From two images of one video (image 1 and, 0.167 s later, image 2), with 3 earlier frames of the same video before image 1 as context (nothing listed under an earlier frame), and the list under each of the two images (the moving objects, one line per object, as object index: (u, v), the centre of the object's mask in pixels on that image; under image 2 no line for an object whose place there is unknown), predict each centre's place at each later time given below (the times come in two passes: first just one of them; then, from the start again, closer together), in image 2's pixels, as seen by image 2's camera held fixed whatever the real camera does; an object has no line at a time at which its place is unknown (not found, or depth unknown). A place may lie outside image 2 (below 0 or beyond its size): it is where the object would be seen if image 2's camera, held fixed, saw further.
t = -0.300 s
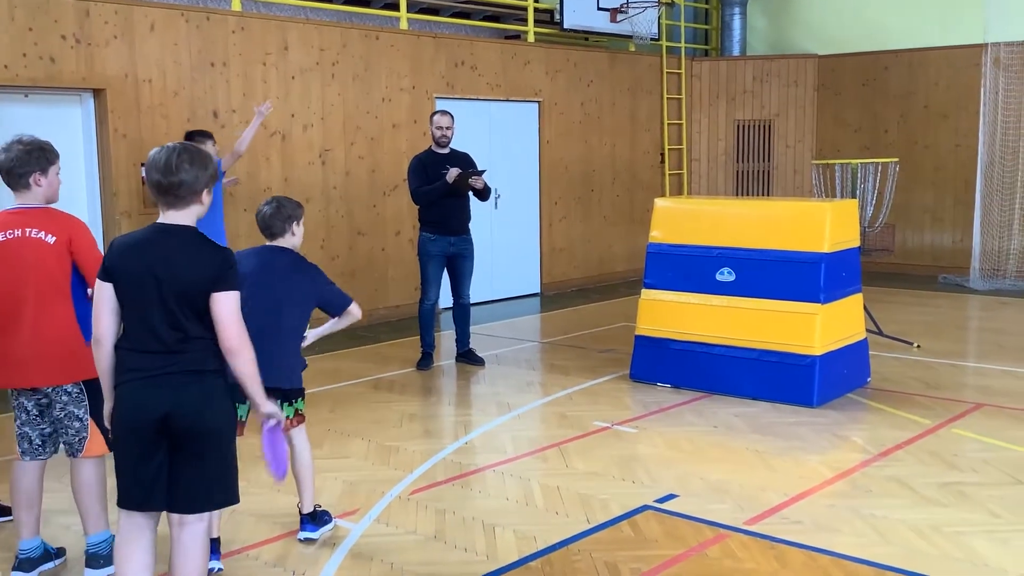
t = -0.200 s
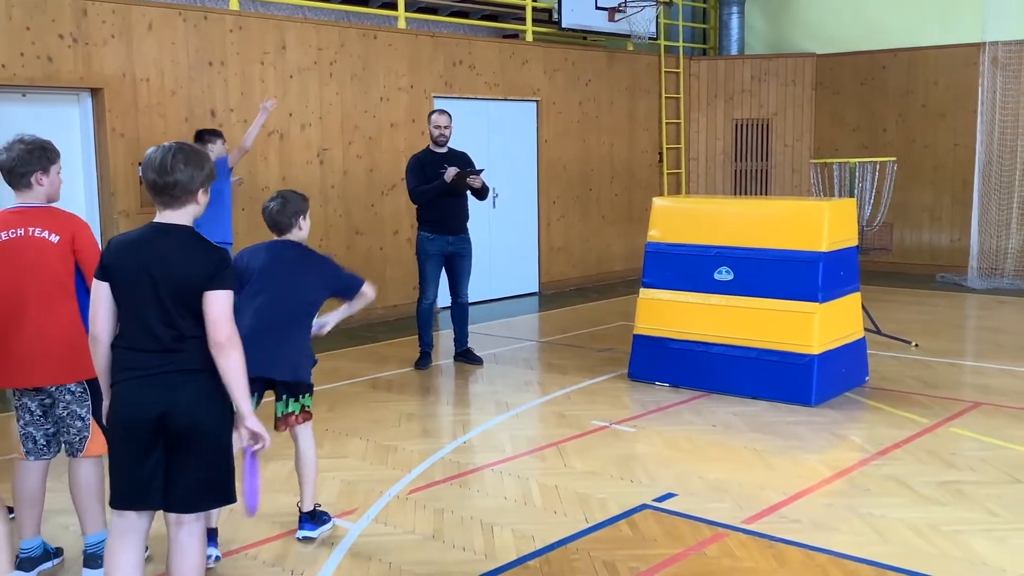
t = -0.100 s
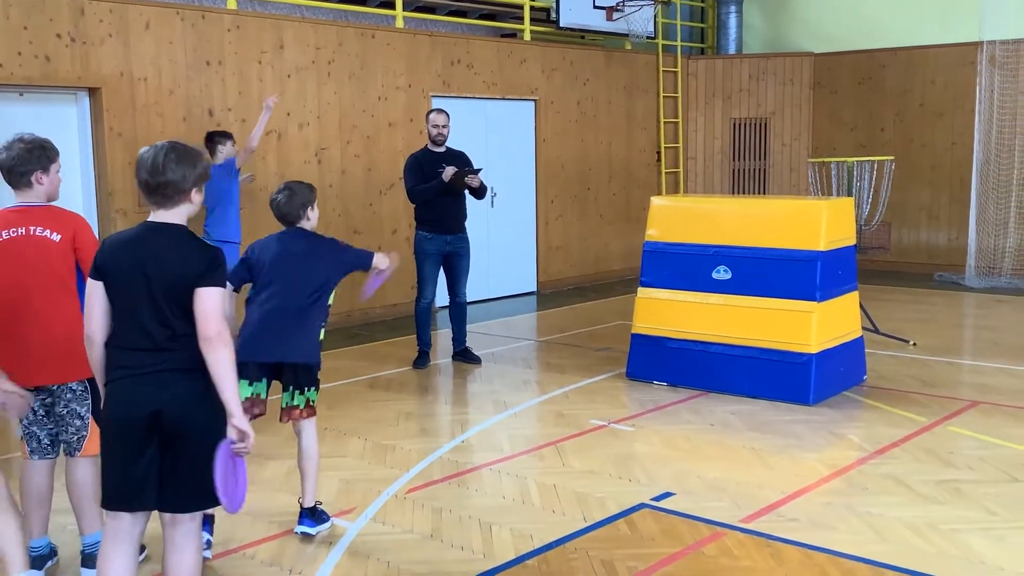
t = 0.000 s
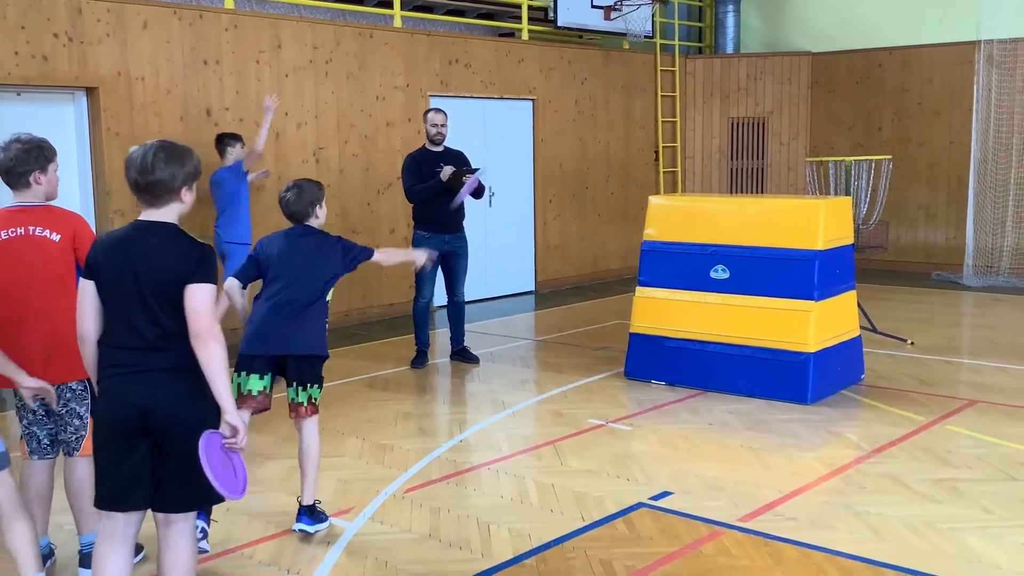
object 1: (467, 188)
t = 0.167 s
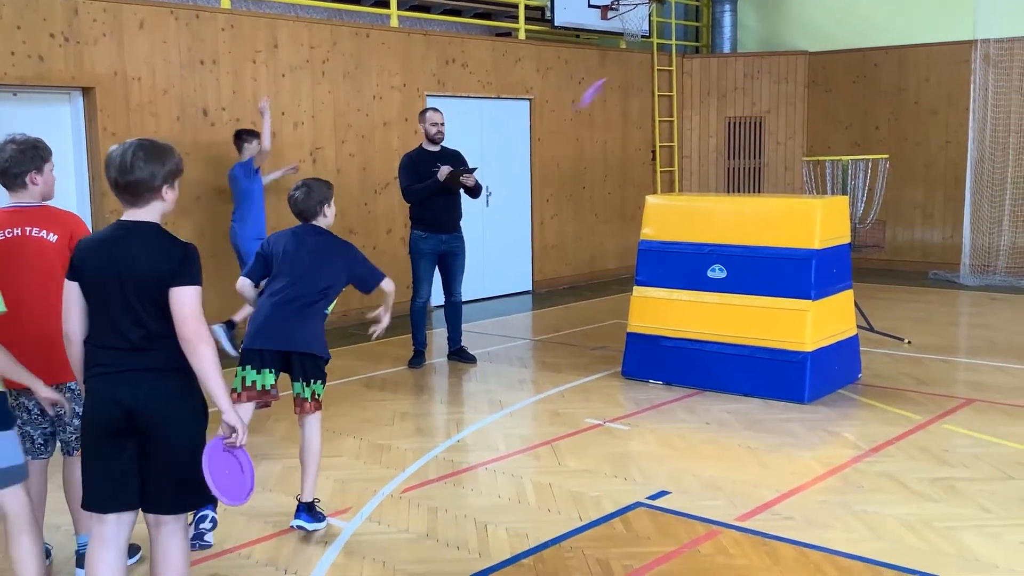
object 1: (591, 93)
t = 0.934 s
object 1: (821, 178)
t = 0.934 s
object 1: (821, 178)
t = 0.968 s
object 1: (820, 189)
